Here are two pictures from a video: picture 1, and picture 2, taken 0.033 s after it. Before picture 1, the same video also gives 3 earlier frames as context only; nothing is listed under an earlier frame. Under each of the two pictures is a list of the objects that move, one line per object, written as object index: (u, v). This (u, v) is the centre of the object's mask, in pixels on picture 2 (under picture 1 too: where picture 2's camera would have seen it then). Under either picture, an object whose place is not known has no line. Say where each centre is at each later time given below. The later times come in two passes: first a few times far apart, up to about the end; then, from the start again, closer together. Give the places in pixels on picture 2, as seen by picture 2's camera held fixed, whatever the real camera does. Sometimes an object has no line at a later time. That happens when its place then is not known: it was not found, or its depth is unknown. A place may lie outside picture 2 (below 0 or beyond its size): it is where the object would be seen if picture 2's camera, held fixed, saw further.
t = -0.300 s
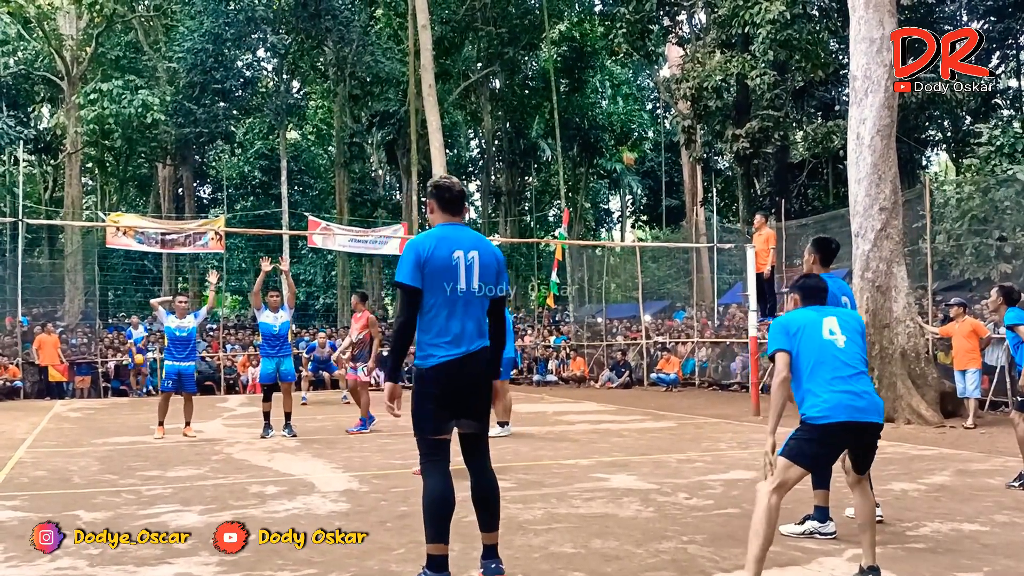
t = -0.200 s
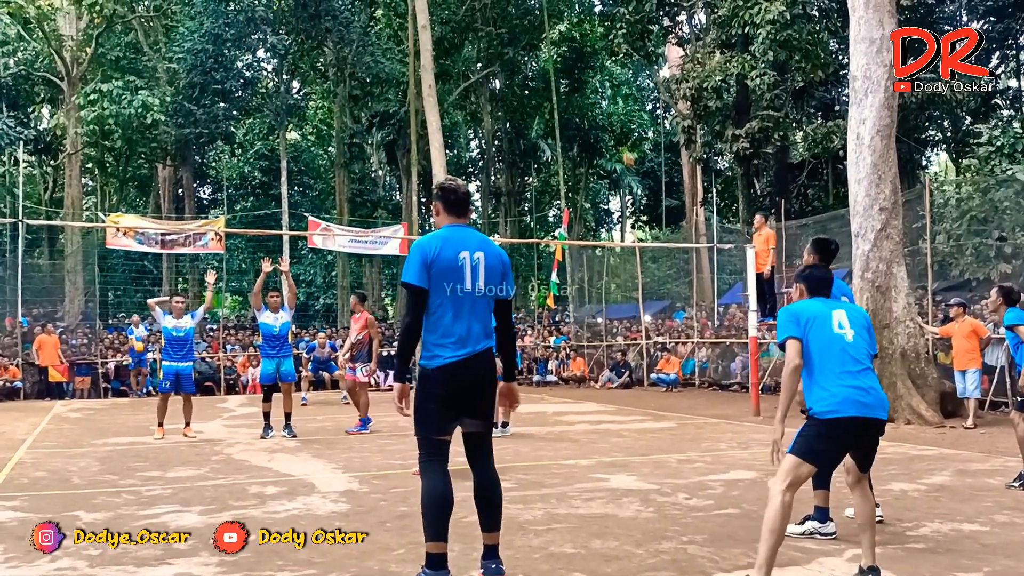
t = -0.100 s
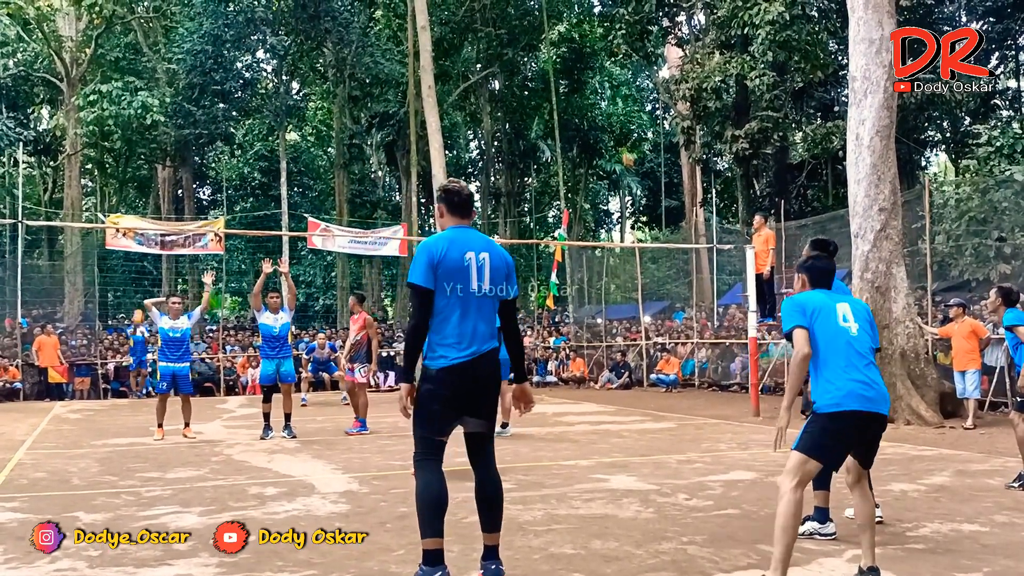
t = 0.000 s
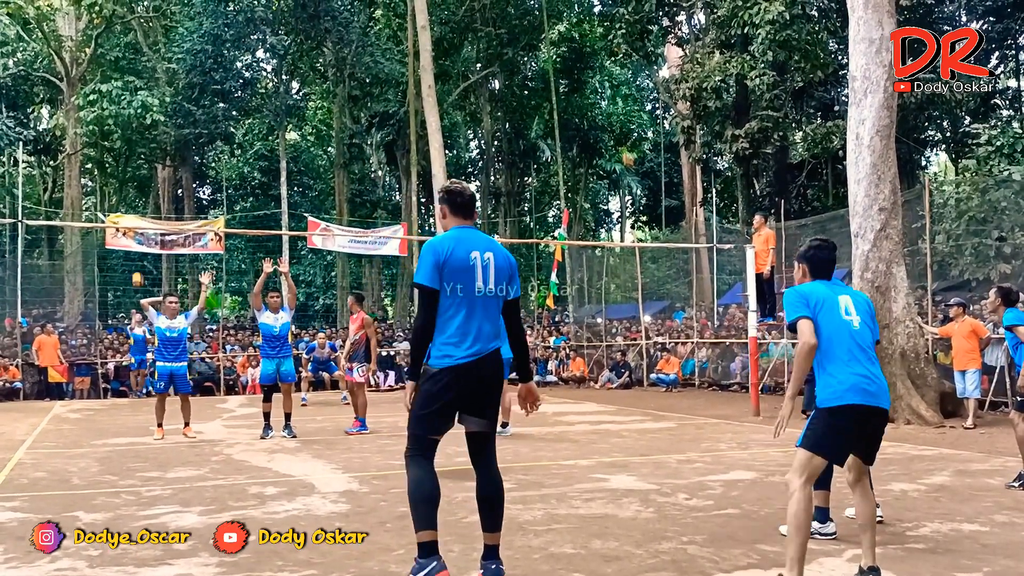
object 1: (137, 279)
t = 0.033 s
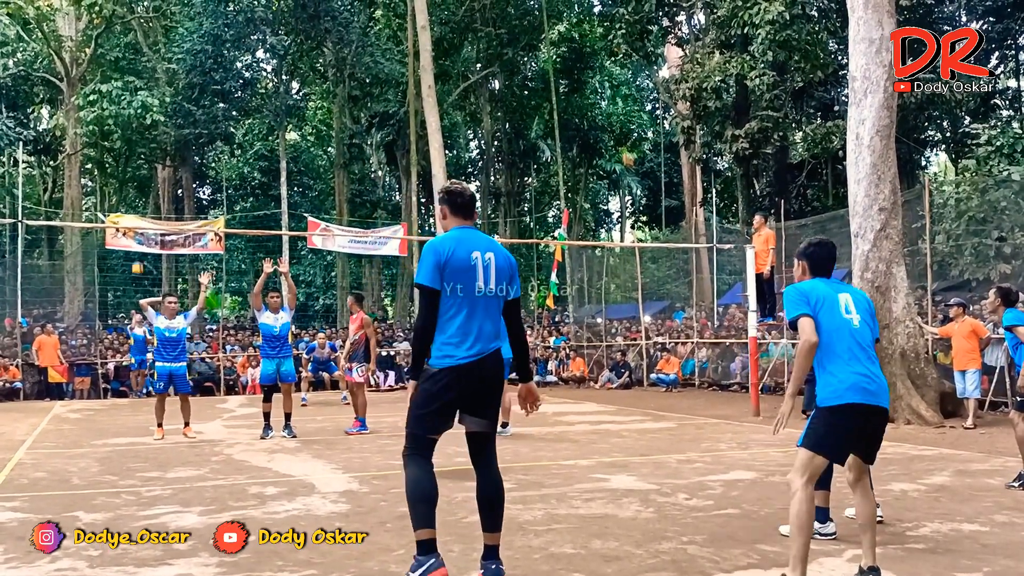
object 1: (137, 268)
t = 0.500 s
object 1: (133, 169)
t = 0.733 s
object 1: (132, 160)
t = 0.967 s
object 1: (131, 175)
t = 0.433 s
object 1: (133, 177)
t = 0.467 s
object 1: (133, 173)
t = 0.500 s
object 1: (133, 169)
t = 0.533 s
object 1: (133, 166)
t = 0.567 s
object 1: (133, 163)
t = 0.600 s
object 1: (133, 162)
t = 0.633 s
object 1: (133, 161)
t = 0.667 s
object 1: (132, 160)
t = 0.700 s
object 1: (133, 160)
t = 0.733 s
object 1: (132, 160)
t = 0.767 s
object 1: (132, 160)
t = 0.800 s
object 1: (132, 161)
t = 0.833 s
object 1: (132, 163)
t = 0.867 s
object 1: (132, 165)
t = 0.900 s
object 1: (131, 168)
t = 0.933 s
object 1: (131, 171)
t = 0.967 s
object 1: (131, 175)
